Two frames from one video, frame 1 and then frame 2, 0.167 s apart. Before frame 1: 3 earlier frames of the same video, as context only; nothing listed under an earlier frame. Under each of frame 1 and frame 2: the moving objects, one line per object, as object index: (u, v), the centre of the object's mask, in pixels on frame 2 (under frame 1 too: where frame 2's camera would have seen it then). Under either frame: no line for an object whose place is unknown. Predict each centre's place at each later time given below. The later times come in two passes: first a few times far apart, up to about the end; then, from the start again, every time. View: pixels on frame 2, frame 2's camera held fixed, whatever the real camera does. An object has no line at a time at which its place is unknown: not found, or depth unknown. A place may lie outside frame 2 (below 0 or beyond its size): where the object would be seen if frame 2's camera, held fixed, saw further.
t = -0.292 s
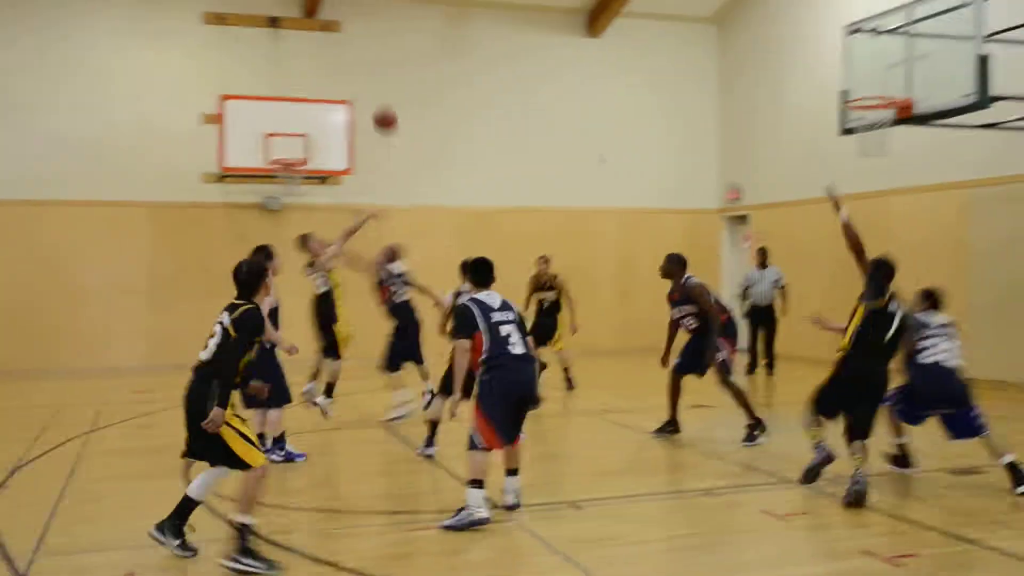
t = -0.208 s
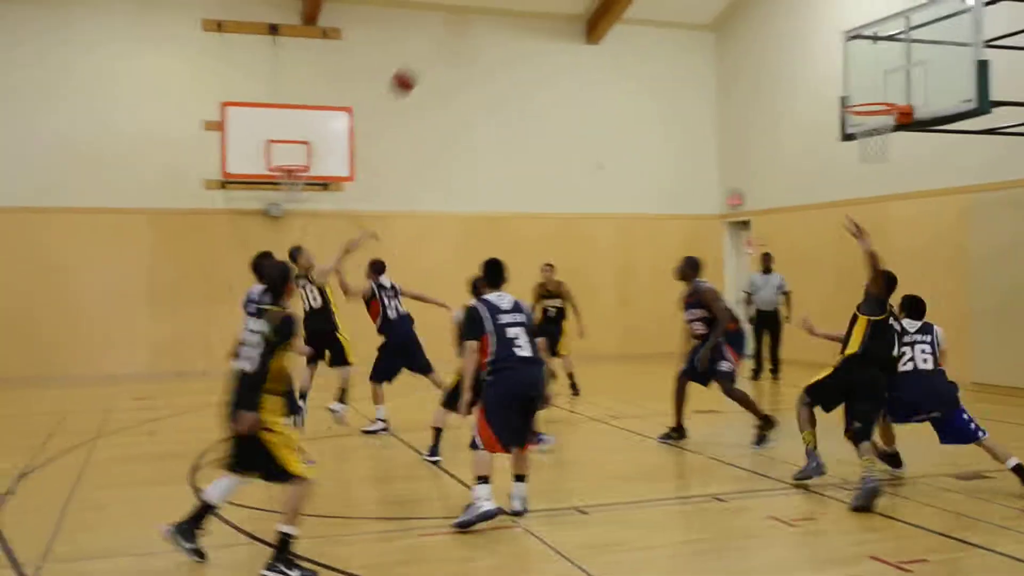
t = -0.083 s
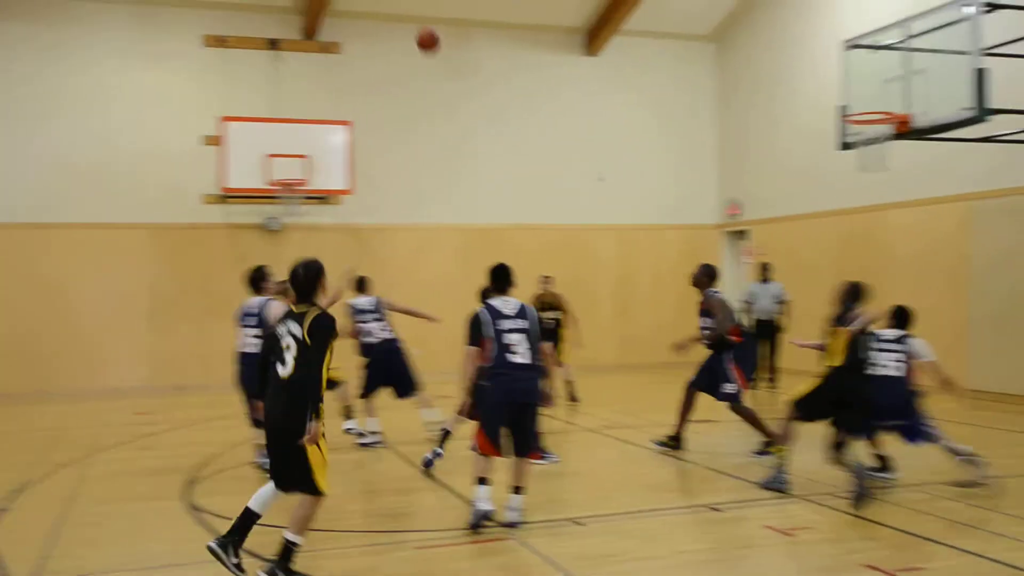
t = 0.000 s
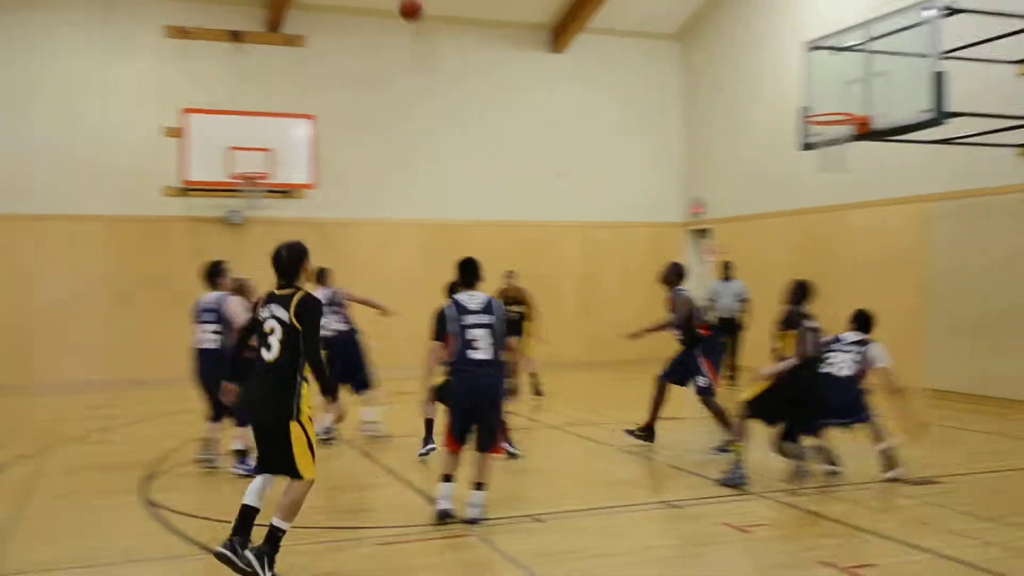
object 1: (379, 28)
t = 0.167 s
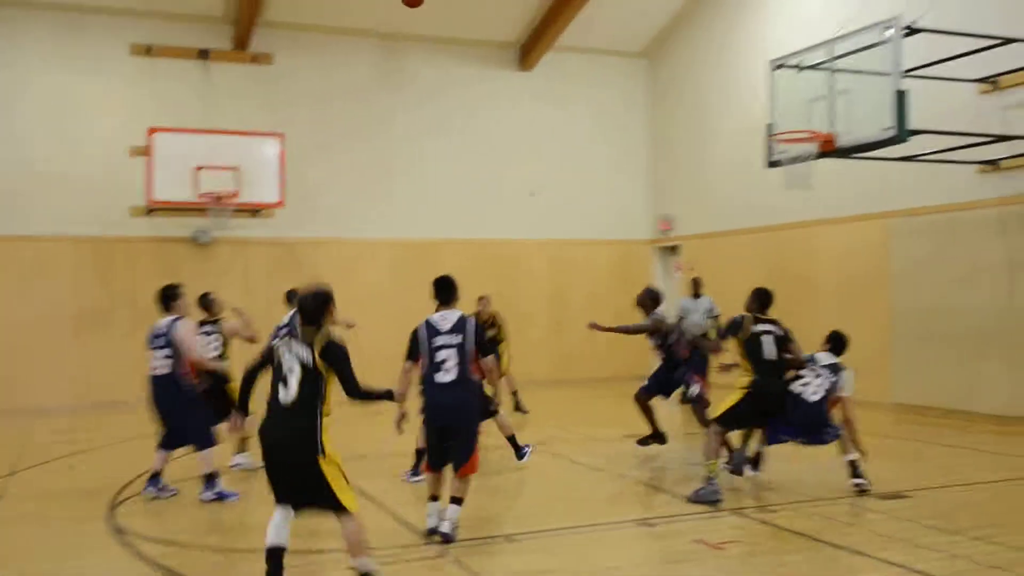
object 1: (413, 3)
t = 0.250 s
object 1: (430, -4)
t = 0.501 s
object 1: (476, 16)
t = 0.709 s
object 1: (519, 87)
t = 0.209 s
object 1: (421, -1)
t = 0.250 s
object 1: (430, -4)
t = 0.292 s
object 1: (438, -4)
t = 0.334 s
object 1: (446, -2)
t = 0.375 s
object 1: (454, 2)
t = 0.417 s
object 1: (463, 7)
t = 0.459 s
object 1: (471, 11)
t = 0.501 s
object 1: (476, 16)
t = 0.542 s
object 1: (484, 28)
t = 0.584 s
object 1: (491, 41)
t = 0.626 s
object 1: (501, 55)
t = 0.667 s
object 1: (510, 69)
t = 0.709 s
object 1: (519, 87)
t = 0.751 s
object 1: (527, 107)
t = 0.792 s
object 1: (536, 127)
